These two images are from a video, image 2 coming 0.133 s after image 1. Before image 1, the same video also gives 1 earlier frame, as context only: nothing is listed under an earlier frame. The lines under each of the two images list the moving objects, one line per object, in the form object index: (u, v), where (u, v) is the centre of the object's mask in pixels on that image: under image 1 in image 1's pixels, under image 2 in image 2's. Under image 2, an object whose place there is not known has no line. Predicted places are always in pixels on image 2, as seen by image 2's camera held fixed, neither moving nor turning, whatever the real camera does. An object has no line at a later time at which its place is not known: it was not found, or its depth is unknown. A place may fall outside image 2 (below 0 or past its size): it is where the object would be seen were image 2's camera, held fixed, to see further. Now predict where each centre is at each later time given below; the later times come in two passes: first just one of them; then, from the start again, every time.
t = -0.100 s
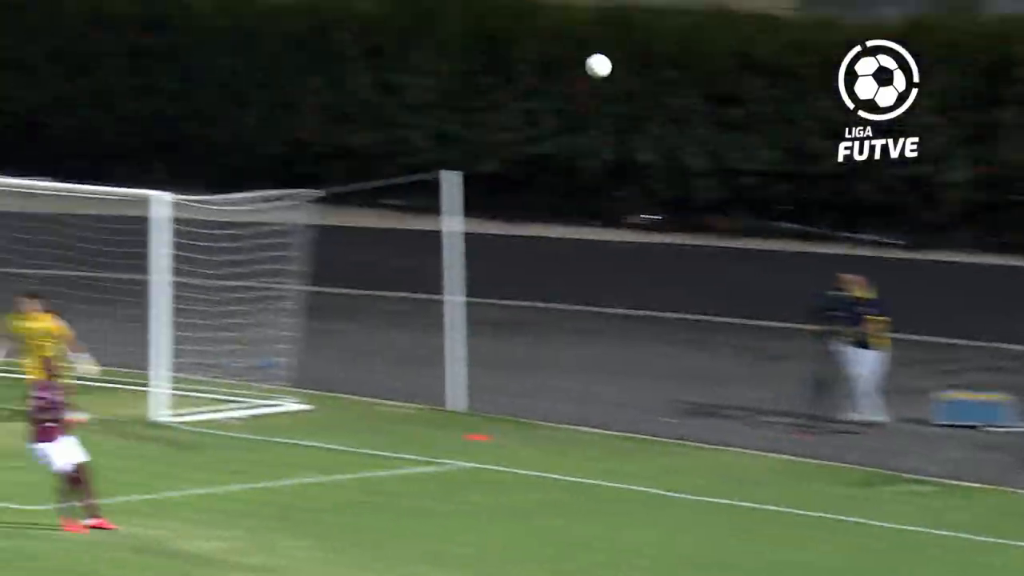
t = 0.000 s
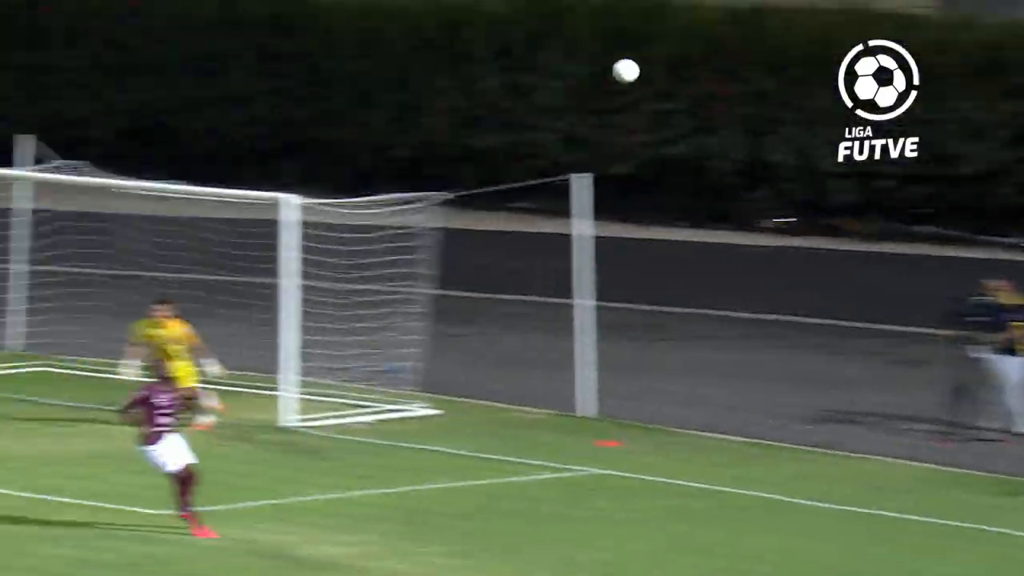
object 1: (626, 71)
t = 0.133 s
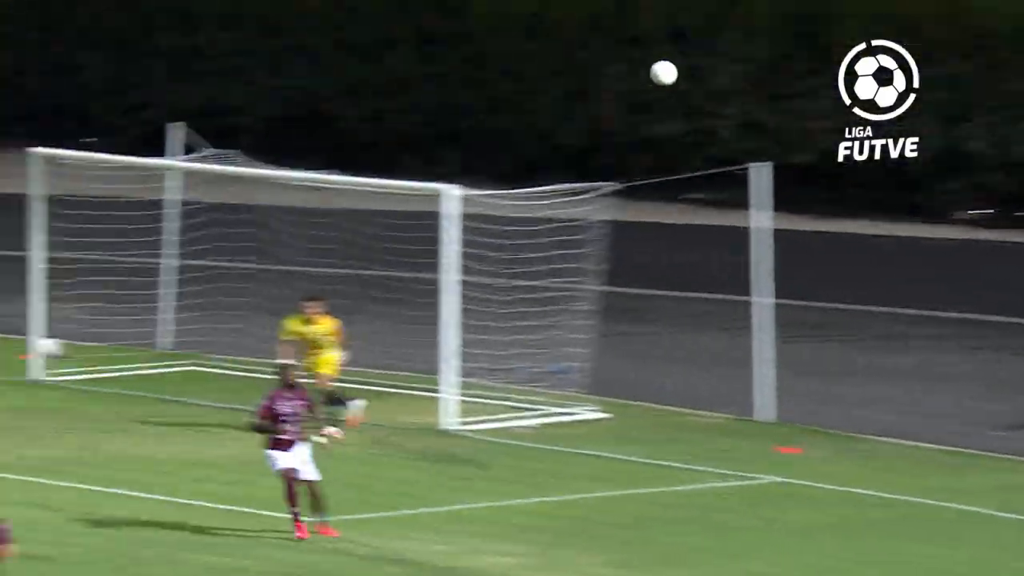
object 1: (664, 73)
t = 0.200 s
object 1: (597, 85)
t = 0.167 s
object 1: (630, 79)
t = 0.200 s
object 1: (597, 85)
